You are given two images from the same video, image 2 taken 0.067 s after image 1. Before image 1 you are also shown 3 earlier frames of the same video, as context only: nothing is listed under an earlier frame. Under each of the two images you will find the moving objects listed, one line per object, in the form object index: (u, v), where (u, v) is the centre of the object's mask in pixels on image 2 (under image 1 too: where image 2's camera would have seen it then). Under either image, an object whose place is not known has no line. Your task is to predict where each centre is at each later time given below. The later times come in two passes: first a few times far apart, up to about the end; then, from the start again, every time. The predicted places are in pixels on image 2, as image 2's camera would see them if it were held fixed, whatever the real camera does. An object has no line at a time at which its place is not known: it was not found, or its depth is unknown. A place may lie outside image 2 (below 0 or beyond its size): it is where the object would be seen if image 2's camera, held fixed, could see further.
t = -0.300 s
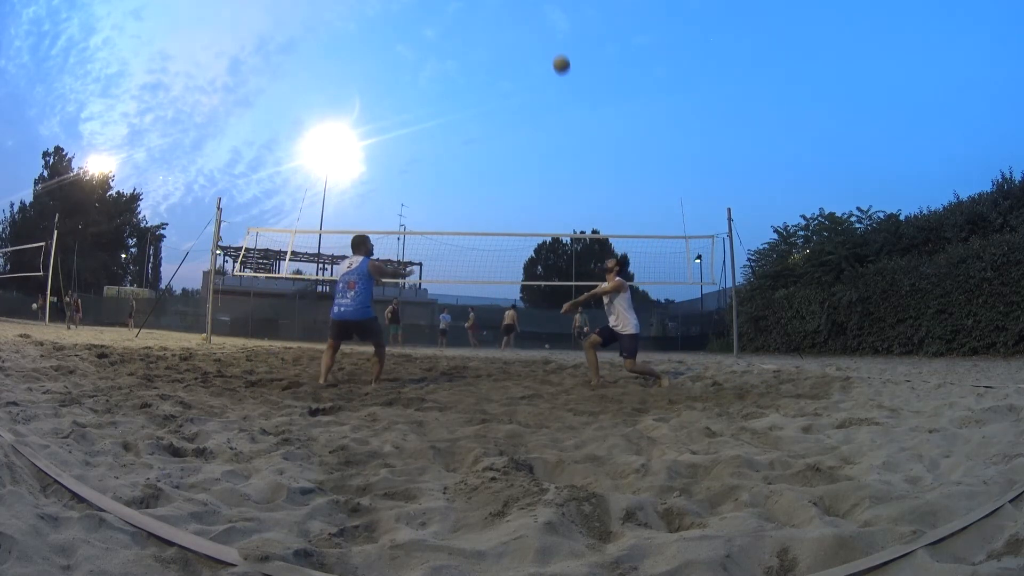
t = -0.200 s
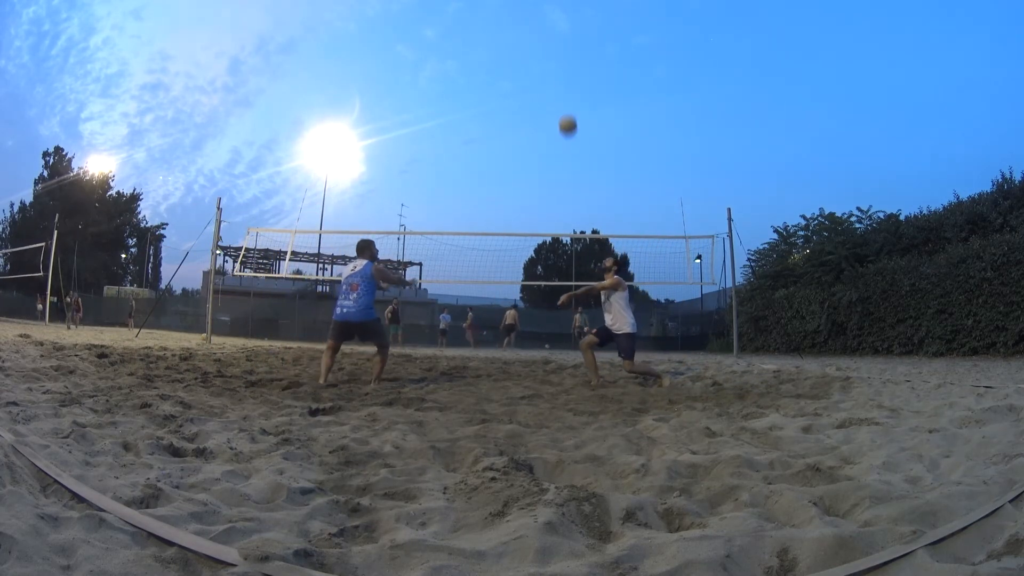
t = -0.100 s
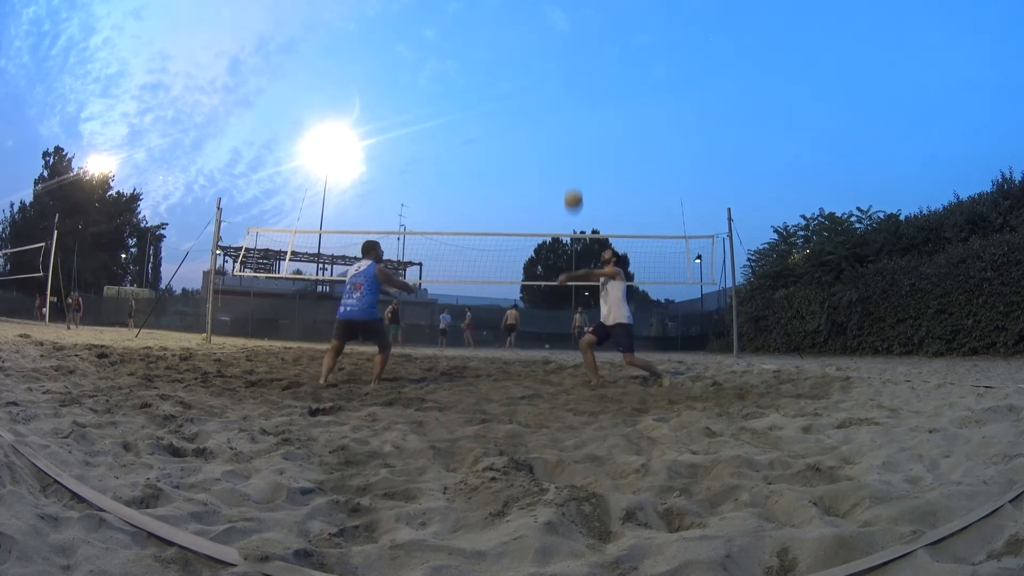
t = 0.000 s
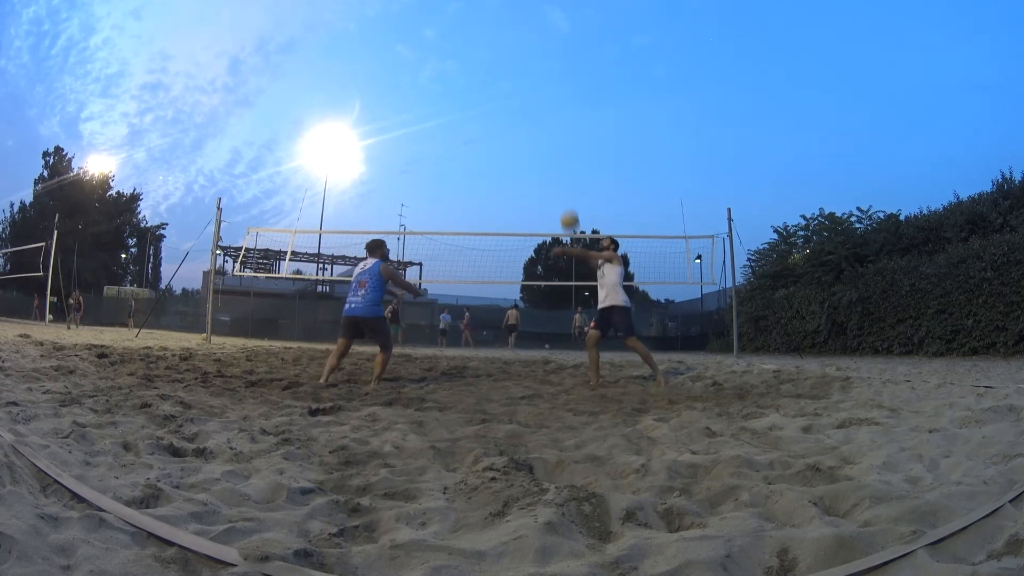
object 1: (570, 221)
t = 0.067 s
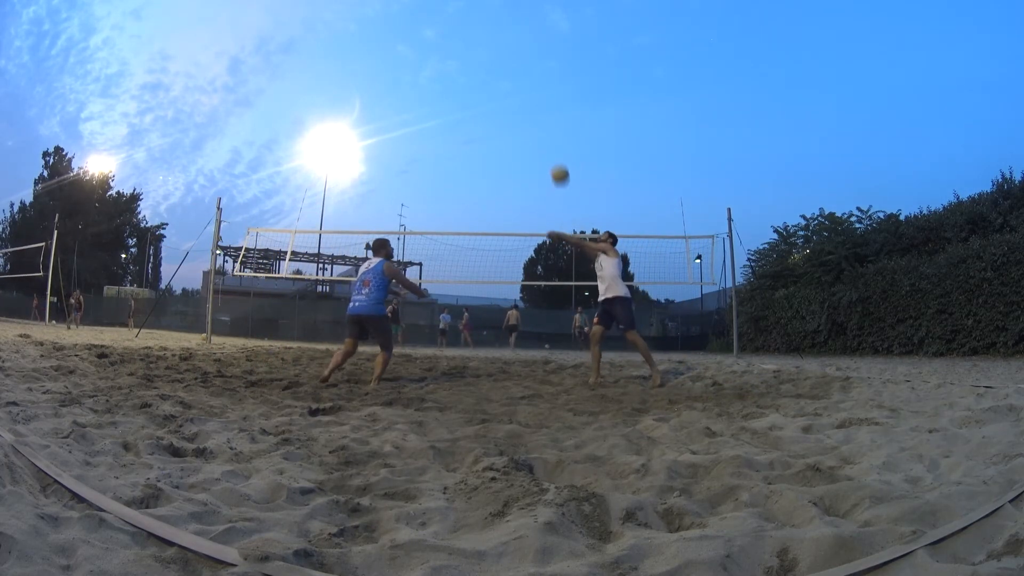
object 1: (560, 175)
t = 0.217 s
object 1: (540, 99)
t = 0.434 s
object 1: (516, 40)
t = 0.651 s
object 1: (496, 18)
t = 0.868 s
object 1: (478, 18)
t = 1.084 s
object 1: (459, 39)
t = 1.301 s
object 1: (441, 78)
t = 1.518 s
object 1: (422, 139)
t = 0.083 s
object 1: (558, 164)
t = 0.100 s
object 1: (555, 155)
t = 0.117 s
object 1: (553, 145)
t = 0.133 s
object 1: (551, 136)
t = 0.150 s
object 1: (549, 128)
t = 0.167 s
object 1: (546, 120)
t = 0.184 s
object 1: (544, 113)
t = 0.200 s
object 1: (542, 105)
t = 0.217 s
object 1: (540, 99)
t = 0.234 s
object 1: (538, 93)
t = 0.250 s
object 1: (537, 86)
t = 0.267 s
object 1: (534, 81)
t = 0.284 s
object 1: (533, 76)
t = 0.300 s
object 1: (531, 71)
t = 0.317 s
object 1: (529, 66)
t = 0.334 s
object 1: (527, 62)
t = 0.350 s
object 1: (525, 57)
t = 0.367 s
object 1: (523, 54)
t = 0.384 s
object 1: (521, 50)
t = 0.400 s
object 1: (520, 46)
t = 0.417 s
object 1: (518, 43)
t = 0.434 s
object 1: (516, 40)
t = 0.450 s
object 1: (514, 38)
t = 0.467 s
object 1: (513, 35)
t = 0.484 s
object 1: (511, 32)
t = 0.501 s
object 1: (510, 30)
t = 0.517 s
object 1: (508, 28)
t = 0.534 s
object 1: (506, 26)
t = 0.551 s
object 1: (505, 25)
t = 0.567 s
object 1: (503, 23)
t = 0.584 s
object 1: (502, 22)
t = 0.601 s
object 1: (501, 21)
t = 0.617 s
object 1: (499, 19)
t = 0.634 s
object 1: (497, 19)
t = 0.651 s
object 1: (496, 18)
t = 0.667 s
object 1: (494, 17)
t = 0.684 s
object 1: (493, 16)
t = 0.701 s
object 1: (492, 16)
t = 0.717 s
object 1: (490, 16)
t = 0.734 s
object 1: (489, 16)
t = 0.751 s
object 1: (487, 16)
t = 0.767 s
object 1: (486, 16)
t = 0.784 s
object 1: (484, 16)
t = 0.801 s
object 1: (483, 16)
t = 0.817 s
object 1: (482, 17)
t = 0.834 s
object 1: (480, 17)
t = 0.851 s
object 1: (479, 18)
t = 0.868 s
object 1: (478, 18)
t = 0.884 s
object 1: (476, 19)
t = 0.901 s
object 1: (475, 20)
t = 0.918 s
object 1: (473, 21)
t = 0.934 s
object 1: (472, 23)
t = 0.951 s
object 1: (471, 24)
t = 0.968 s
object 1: (469, 25)
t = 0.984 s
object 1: (468, 27)
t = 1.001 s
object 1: (466, 29)
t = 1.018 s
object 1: (465, 30)
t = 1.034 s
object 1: (464, 32)
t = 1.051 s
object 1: (462, 34)
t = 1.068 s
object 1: (461, 36)
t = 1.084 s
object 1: (459, 39)
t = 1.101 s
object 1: (458, 41)
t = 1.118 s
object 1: (457, 43)
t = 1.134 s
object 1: (455, 46)
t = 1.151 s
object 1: (454, 49)
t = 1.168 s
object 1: (453, 51)
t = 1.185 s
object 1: (451, 54)
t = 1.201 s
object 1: (450, 57)
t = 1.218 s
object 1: (448, 60)
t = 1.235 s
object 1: (447, 64)
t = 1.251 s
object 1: (445, 67)
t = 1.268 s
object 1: (444, 71)
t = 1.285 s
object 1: (442, 74)
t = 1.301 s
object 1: (441, 78)
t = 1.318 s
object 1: (439, 82)
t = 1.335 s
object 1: (438, 86)
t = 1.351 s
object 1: (436, 90)
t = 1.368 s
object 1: (435, 94)
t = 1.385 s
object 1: (433, 99)
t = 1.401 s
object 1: (432, 103)
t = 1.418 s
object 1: (430, 108)
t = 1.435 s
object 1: (429, 113)
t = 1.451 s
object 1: (428, 118)
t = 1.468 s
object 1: (426, 123)
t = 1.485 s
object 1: (425, 129)
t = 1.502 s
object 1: (423, 134)
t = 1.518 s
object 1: (422, 139)
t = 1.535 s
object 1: (420, 145)
